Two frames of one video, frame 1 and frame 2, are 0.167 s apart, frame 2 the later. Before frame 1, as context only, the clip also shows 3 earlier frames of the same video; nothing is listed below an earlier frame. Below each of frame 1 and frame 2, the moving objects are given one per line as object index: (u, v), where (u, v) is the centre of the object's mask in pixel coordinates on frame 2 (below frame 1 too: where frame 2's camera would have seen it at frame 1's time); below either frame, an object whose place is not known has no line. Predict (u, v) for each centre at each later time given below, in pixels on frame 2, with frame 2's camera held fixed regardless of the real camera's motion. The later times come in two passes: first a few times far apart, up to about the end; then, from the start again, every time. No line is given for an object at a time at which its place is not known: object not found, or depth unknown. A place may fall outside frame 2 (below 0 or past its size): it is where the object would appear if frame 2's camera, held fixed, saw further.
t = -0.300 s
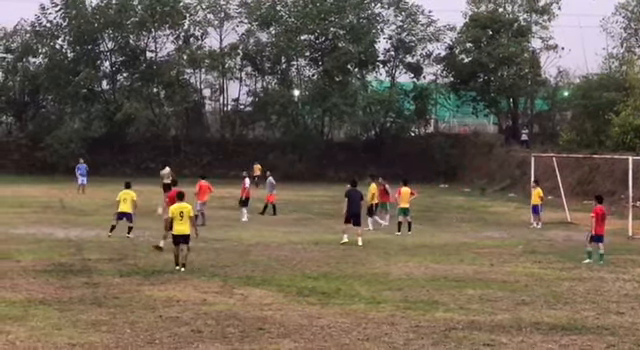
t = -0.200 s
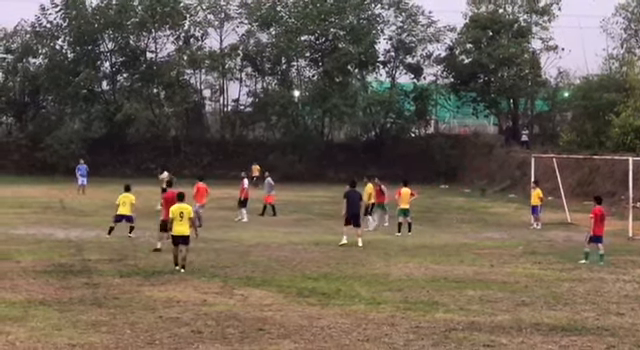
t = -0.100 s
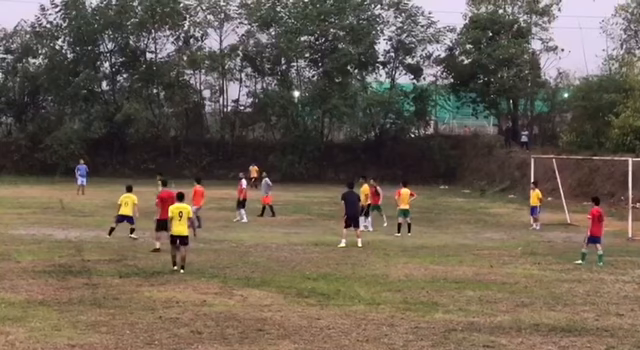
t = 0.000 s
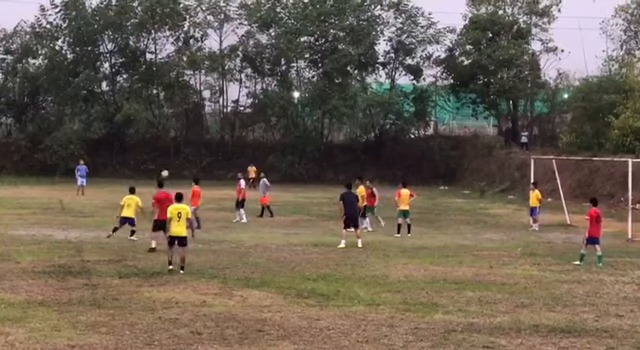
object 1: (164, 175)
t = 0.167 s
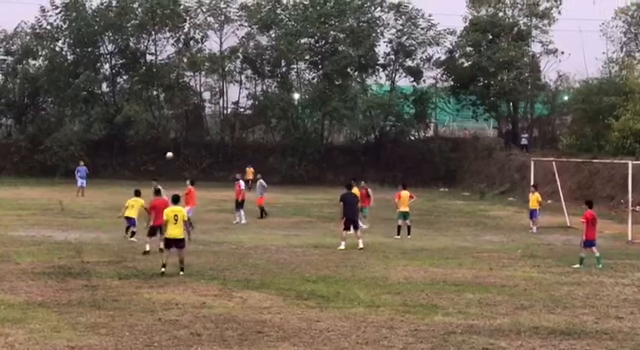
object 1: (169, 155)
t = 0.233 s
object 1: (171, 150)
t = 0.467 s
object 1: (177, 141)
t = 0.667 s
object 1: (183, 148)
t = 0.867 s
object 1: (189, 168)
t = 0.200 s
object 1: (170, 152)
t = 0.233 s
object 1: (171, 150)
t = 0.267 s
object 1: (172, 147)
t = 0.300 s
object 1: (173, 146)
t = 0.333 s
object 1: (174, 144)
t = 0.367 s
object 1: (175, 143)
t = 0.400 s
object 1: (176, 142)
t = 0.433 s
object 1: (177, 142)
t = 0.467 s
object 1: (177, 141)
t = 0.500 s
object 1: (179, 142)
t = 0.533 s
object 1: (179, 142)
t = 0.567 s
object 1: (180, 143)
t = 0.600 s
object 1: (181, 144)
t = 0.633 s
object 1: (182, 146)
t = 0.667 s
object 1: (183, 148)
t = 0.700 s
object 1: (184, 151)
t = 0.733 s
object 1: (185, 153)
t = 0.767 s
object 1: (186, 157)
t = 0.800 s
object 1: (187, 160)
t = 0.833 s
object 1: (188, 164)
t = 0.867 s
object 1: (189, 168)
